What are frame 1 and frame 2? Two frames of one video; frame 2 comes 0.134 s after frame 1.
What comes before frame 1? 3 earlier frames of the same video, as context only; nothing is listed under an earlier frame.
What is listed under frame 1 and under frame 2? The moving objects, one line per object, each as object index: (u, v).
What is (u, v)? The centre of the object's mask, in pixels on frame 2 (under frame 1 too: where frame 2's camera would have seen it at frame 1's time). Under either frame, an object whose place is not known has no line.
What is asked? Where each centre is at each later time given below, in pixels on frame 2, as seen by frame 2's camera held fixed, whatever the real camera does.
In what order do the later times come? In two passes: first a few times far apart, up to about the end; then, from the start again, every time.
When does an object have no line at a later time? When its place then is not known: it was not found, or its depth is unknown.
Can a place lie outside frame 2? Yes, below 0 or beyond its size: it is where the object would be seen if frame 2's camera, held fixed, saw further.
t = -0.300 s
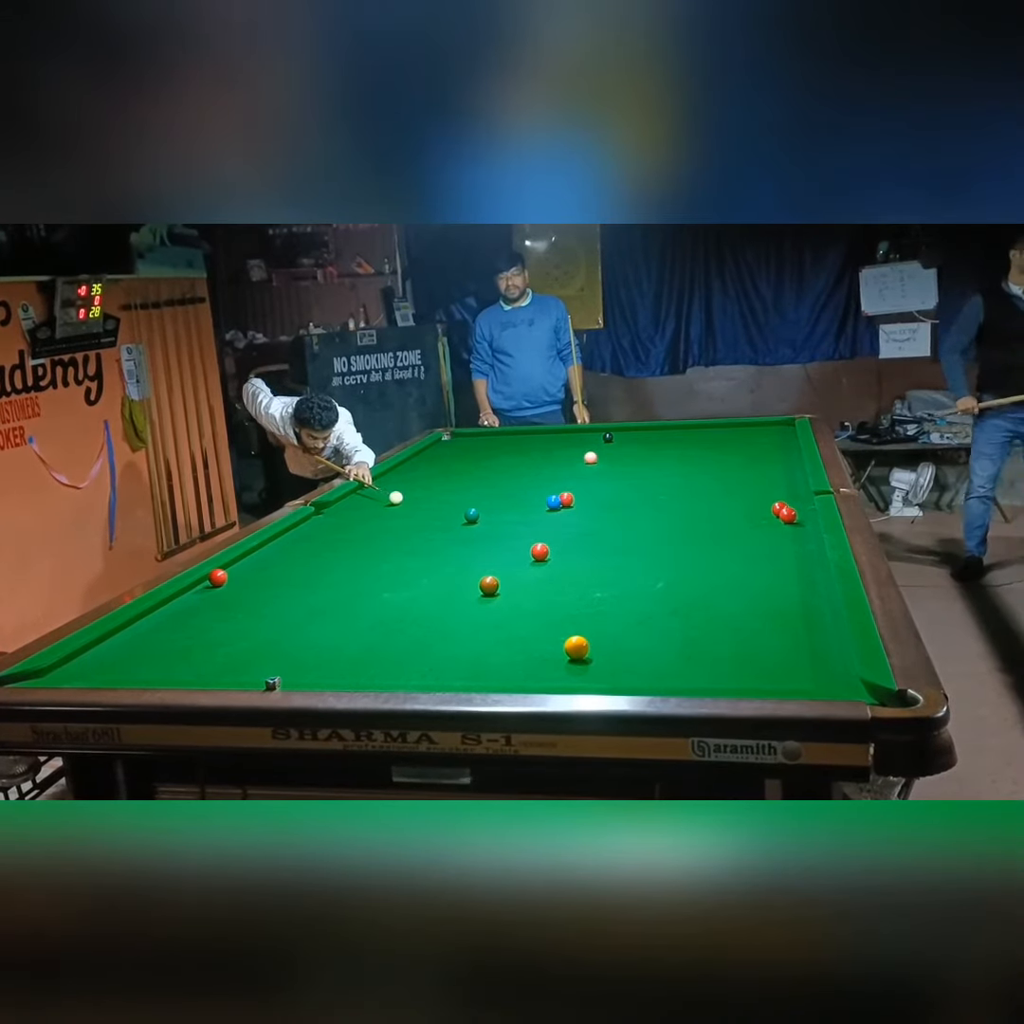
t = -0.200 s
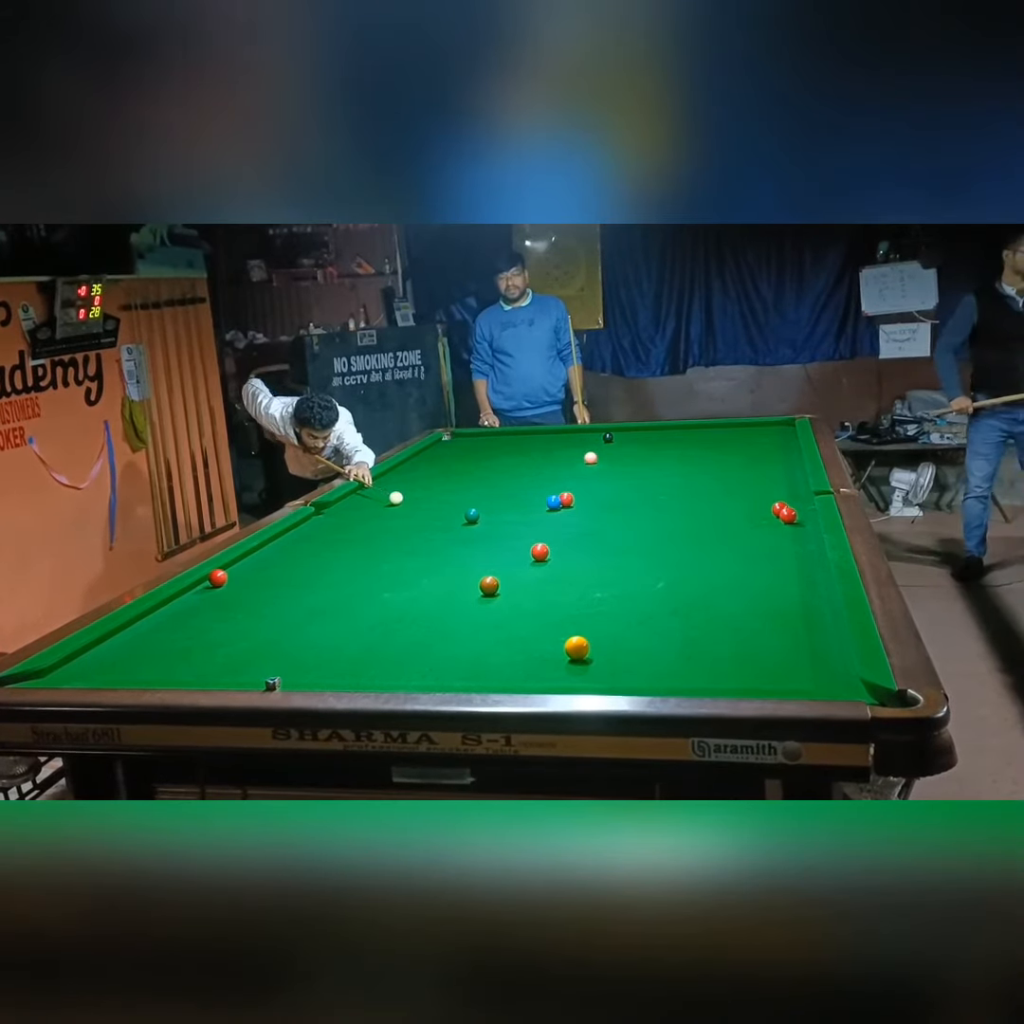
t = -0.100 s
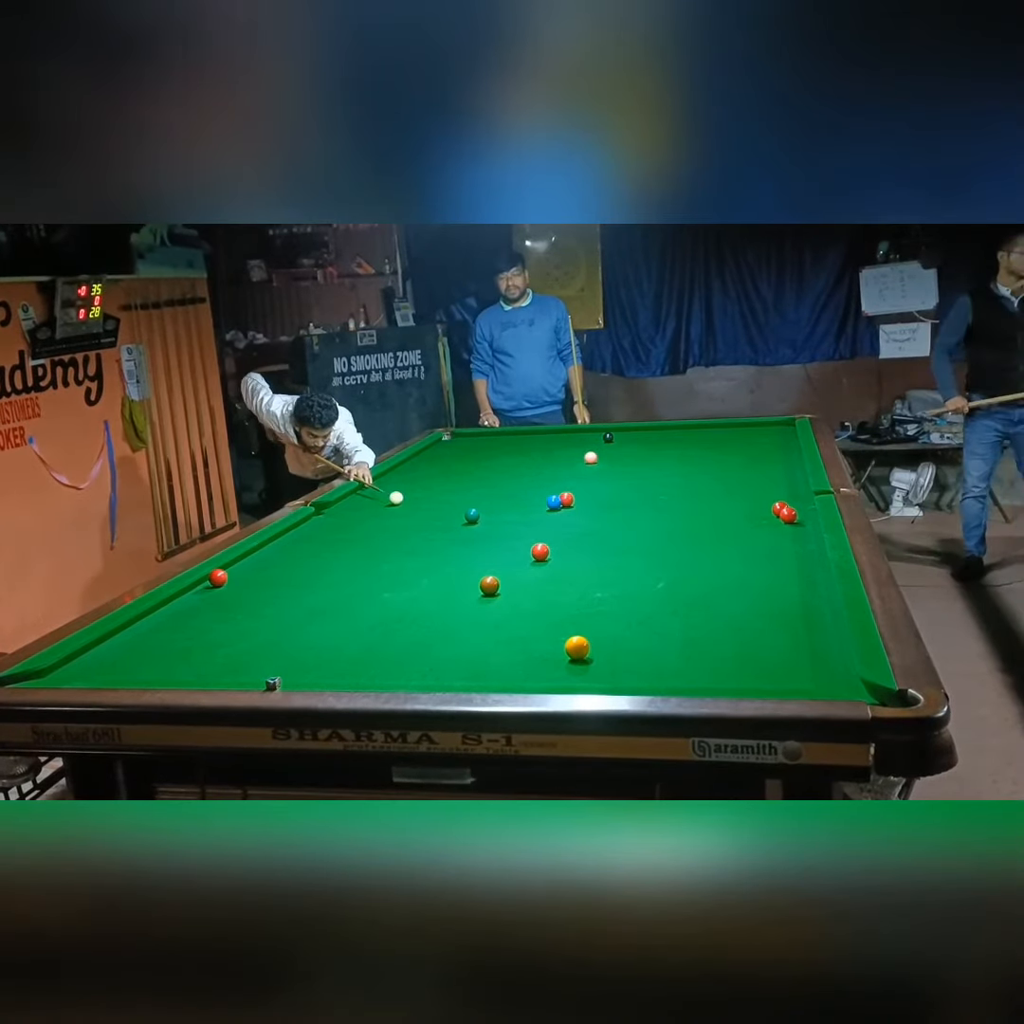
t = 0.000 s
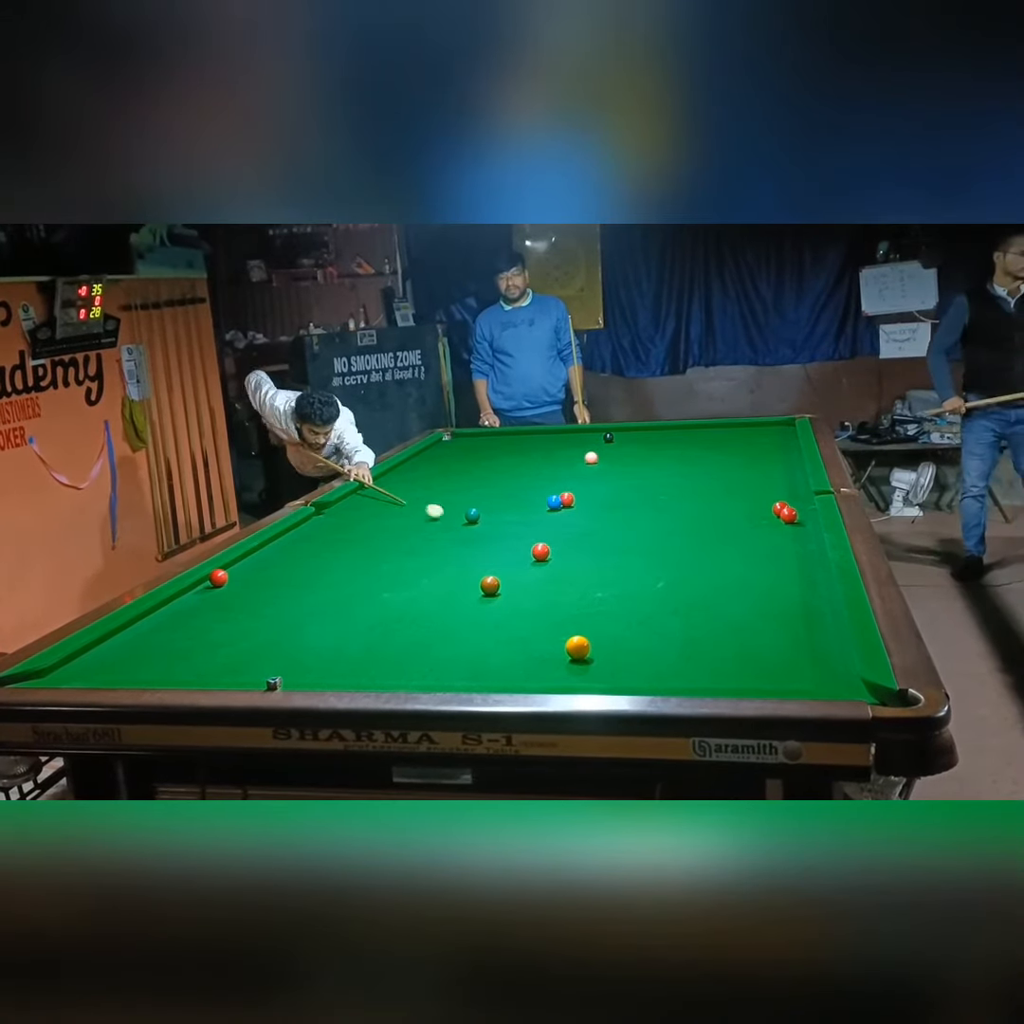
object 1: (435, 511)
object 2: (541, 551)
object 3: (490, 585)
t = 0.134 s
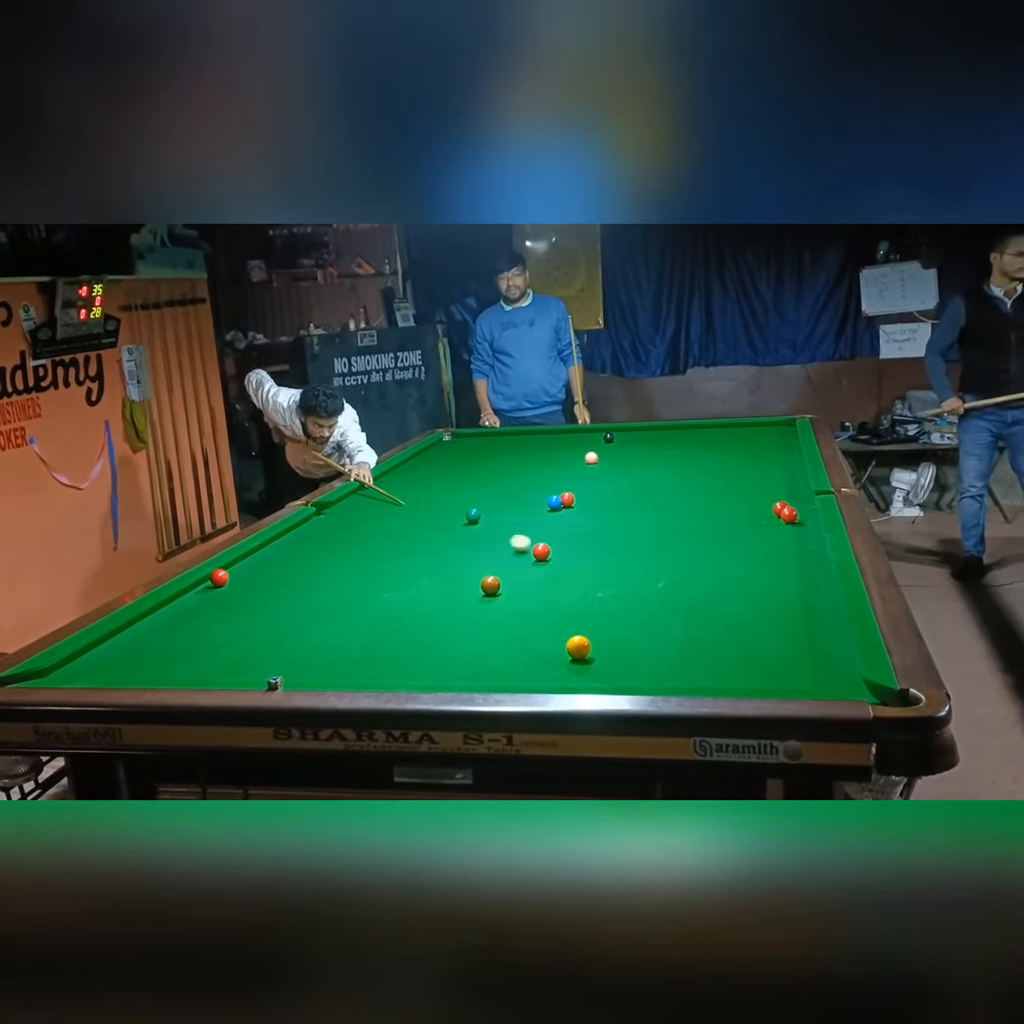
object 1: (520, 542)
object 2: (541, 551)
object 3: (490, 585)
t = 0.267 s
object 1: (552, 547)
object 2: (614, 588)
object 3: (490, 585)
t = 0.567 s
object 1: (595, 546)
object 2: (831, 672)
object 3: (490, 585)
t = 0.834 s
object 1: (630, 544)
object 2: (662, 625)
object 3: (490, 585)
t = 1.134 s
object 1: (666, 543)
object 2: (527, 587)
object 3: (490, 585)
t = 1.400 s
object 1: (695, 542)
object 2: (483, 558)
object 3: (437, 588)
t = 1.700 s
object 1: (724, 541)
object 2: (451, 532)
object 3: (375, 593)
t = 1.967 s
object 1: (747, 541)
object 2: (428, 513)
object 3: (324, 597)
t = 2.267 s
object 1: (769, 540)
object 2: (407, 496)
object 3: (271, 601)
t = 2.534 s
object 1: (785, 540)
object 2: (390, 484)
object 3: (227, 604)
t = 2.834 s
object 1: (799, 539)
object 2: (398, 472)
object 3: (182, 607)
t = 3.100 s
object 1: (808, 539)
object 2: (428, 465)
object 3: (162, 609)
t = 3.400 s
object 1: (814, 539)
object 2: (458, 458)
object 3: (184, 611)
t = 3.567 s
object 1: (813, 539)
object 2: (474, 454)
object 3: (195, 612)
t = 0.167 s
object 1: (536, 546)
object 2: (551, 555)
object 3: (491, 585)
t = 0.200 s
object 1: (542, 547)
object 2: (571, 566)
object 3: (490, 585)
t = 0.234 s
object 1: (547, 547)
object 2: (592, 576)
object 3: (490, 585)
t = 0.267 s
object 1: (552, 547)
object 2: (614, 588)
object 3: (490, 585)
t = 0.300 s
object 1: (557, 547)
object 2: (638, 599)
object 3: (490, 585)
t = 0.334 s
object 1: (562, 547)
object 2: (662, 611)
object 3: (490, 585)
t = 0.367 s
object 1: (567, 546)
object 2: (690, 625)
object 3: (490, 585)
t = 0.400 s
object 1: (572, 546)
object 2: (717, 639)
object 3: (491, 585)
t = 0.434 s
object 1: (576, 546)
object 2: (747, 653)
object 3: (491, 585)
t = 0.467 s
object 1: (581, 546)
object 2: (780, 670)
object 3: (490, 585)
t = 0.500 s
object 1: (586, 546)
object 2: (812, 681)
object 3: (490, 585)
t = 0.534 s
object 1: (590, 546)
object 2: (840, 679)
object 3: (490, 585)
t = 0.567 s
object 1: (595, 546)
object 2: (831, 672)
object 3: (490, 585)
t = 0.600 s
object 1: (599, 545)
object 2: (804, 664)
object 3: (490, 585)
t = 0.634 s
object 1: (604, 545)
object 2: (780, 658)
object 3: (490, 585)
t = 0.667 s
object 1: (608, 545)
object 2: (757, 651)
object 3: (490, 585)
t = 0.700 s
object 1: (613, 545)
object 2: (737, 646)
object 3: (490, 585)
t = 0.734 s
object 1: (617, 545)
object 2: (717, 640)
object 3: (490, 585)
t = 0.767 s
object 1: (622, 545)
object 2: (698, 634)
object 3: (490, 585)
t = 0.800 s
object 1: (626, 544)
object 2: (680, 629)
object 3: (490, 585)
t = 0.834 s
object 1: (630, 544)
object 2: (662, 625)
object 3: (490, 585)
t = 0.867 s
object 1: (634, 544)
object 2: (644, 620)
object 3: (490, 585)
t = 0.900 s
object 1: (638, 544)
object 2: (628, 615)
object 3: (490, 585)
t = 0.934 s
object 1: (642, 544)
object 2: (612, 611)
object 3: (490, 585)
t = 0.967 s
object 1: (646, 544)
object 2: (596, 606)
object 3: (490, 585)
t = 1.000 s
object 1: (651, 544)
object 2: (582, 602)
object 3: (490, 585)
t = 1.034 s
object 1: (654, 543)
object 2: (567, 598)
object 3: (490, 585)
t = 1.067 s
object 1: (658, 543)
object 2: (553, 594)
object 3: (490, 585)
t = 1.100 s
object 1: (662, 543)
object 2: (540, 591)
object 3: (490, 585)
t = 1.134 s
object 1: (666, 543)
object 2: (527, 587)
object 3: (490, 585)
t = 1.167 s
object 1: (670, 543)
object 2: (514, 584)
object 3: (490, 585)
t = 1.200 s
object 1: (674, 543)
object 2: (508, 580)
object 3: (483, 585)
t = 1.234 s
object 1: (677, 543)
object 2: (504, 576)
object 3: (474, 586)
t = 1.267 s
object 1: (681, 542)
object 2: (500, 572)
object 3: (466, 586)
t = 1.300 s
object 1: (685, 542)
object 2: (496, 569)
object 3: (459, 587)
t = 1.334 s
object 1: (688, 542)
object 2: (492, 565)
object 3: (452, 587)
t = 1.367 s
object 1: (692, 542)
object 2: (488, 562)
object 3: (444, 588)
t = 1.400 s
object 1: (695, 542)
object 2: (483, 558)
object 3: (437, 588)
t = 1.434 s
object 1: (698, 542)
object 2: (479, 555)
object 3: (430, 589)
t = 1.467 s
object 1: (702, 542)
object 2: (476, 552)
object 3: (423, 590)
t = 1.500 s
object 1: (705, 542)
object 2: (472, 549)
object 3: (416, 590)
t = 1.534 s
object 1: (709, 542)
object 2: (468, 546)
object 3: (409, 591)
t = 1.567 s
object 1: (712, 542)
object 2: (464, 543)
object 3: (402, 591)
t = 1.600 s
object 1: (715, 542)
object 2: (461, 540)
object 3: (395, 592)
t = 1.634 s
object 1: (718, 541)
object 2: (458, 537)
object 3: (389, 592)
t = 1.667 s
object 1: (721, 541)
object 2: (454, 535)
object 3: (382, 592)
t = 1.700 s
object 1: (724, 541)
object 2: (451, 532)
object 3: (375, 593)
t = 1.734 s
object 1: (727, 541)
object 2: (448, 529)
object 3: (369, 594)
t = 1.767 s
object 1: (730, 541)
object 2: (445, 527)
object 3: (362, 594)
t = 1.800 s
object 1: (733, 541)
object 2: (442, 524)
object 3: (356, 595)
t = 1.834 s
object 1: (736, 541)
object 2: (439, 522)
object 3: (349, 595)
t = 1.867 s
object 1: (739, 541)
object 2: (436, 520)
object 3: (343, 596)
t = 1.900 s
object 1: (742, 541)
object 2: (433, 518)
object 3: (337, 596)
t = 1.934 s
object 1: (744, 541)
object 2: (431, 516)
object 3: (330, 597)
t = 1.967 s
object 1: (747, 541)
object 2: (428, 513)
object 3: (324, 597)
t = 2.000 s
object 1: (750, 541)
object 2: (425, 511)
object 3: (318, 598)
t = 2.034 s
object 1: (752, 540)
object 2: (423, 509)
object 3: (312, 598)
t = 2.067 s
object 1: (755, 540)
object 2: (421, 507)
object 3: (306, 598)
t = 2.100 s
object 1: (757, 540)
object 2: (418, 505)
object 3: (300, 599)
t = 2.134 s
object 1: (759, 540)
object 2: (416, 503)
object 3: (294, 599)
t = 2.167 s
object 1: (762, 540)
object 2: (414, 502)
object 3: (288, 599)
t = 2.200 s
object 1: (765, 540)
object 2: (411, 500)
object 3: (283, 600)
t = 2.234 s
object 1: (767, 540)
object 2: (409, 498)
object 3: (277, 600)
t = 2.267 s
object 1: (769, 540)
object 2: (407, 496)
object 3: (271, 601)
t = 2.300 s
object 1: (771, 540)
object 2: (405, 494)
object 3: (266, 602)
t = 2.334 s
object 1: (773, 540)
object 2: (403, 493)
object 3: (260, 602)
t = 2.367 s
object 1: (776, 540)
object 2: (401, 491)
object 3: (254, 602)
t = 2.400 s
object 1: (777, 540)
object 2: (398, 490)
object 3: (249, 603)
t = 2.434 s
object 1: (779, 540)
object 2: (397, 488)
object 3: (243, 603)
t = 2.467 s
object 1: (781, 539)
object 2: (394, 486)
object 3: (238, 603)
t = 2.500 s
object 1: (783, 540)
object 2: (392, 485)
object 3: (232, 604)
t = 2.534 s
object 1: (785, 540)
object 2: (390, 484)
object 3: (227, 604)
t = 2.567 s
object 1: (787, 540)
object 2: (389, 482)
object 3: (222, 604)
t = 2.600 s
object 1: (789, 539)
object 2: (387, 481)
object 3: (217, 604)
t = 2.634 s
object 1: (790, 539)
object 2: (385, 479)
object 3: (212, 605)
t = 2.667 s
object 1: (792, 539)
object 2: (384, 478)
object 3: (207, 605)
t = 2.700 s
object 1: (793, 539)
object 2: (382, 477)
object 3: (202, 605)
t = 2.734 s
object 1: (795, 539)
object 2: (387, 476)
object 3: (197, 606)
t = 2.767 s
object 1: (796, 539)
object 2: (390, 475)
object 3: (192, 606)
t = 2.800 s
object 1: (798, 539)
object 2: (395, 474)
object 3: (187, 606)
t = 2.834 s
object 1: (799, 539)
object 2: (398, 472)
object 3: (182, 607)
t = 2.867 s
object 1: (800, 539)
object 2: (403, 471)
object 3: (177, 607)
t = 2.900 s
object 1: (801, 539)
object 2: (406, 471)
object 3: (172, 607)
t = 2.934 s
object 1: (803, 539)
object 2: (410, 470)
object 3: (168, 608)
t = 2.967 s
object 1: (804, 539)
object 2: (414, 469)
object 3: (164, 608)
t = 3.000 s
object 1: (805, 539)
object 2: (418, 467)
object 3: (159, 608)
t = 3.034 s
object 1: (806, 539)
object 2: (421, 467)
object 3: (158, 609)
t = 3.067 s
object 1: (807, 539)
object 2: (425, 466)
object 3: (160, 608)
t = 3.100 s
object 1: (808, 539)
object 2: (428, 465)
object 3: (162, 609)
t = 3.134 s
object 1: (809, 539)
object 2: (431, 465)
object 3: (165, 609)
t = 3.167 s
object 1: (810, 539)
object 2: (435, 464)
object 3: (167, 609)
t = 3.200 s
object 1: (810, 539)
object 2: (438, 463)
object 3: (169, 609)
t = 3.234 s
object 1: (811, 538)
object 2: (442, 462)
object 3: (172, 610)
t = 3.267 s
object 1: (812, 539)
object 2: (445, 461)
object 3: (174, 610)
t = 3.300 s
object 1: (812, 538)
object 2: (449, 460)
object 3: (177, 610)
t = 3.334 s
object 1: (813, 538)
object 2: (452, 459)
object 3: (179, 610)
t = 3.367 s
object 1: (814, 539)
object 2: (455, 459)
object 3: (182, 611)
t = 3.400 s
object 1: (814, 539)
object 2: (458, 458)
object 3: (184, 611)
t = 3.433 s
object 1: (814, 539)
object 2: (461, 457)
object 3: (186, 611)
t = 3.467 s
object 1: (814, 538)
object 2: (464, 456)
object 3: (188, 611)
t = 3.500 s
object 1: (814, 539)
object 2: (468, 455)
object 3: (190, 611)
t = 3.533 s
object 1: (813, 539)
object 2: (470, 455)
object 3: (193, 611)
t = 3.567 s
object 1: (813, 539)
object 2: (474, 454)
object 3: (195, 612)
